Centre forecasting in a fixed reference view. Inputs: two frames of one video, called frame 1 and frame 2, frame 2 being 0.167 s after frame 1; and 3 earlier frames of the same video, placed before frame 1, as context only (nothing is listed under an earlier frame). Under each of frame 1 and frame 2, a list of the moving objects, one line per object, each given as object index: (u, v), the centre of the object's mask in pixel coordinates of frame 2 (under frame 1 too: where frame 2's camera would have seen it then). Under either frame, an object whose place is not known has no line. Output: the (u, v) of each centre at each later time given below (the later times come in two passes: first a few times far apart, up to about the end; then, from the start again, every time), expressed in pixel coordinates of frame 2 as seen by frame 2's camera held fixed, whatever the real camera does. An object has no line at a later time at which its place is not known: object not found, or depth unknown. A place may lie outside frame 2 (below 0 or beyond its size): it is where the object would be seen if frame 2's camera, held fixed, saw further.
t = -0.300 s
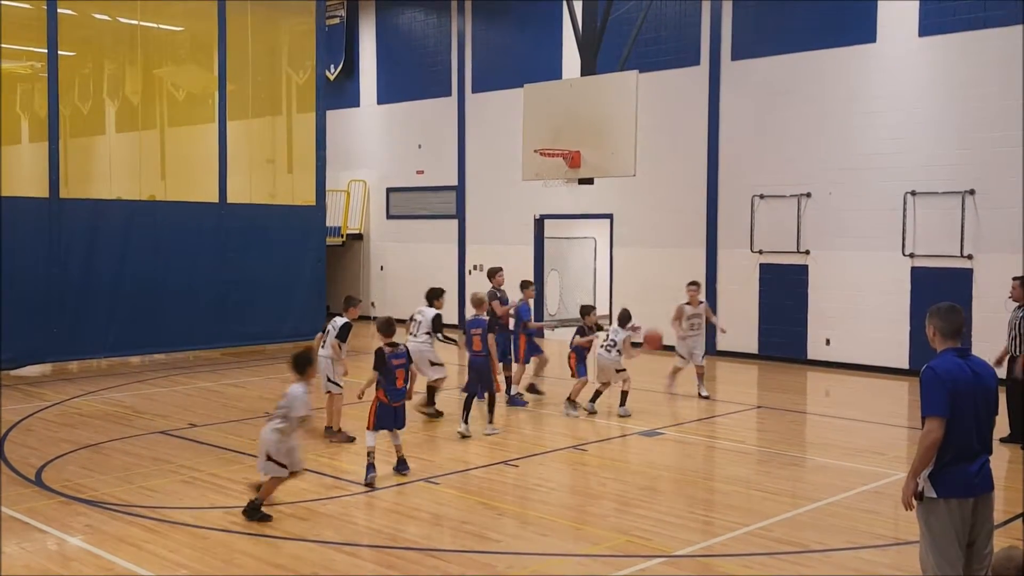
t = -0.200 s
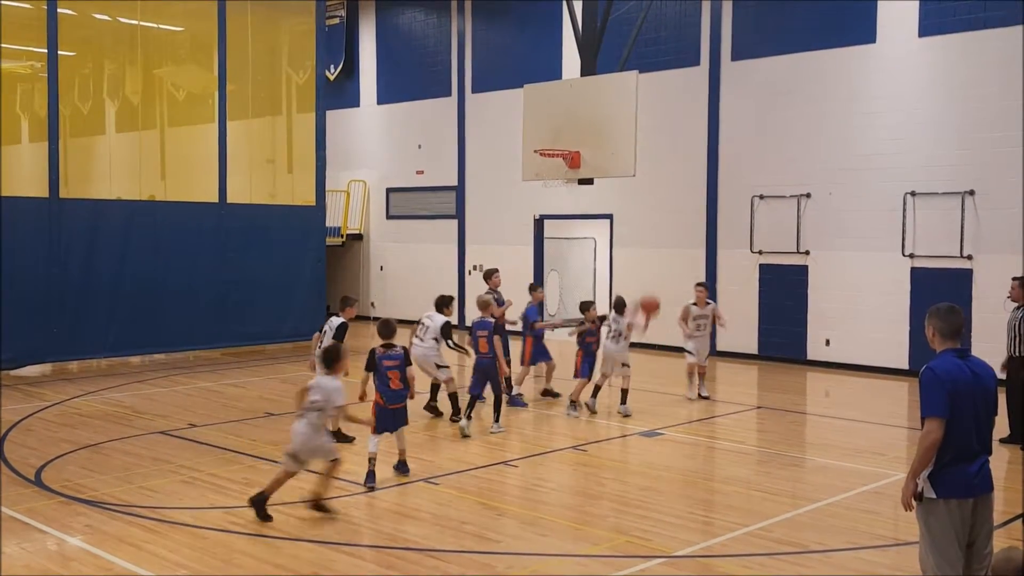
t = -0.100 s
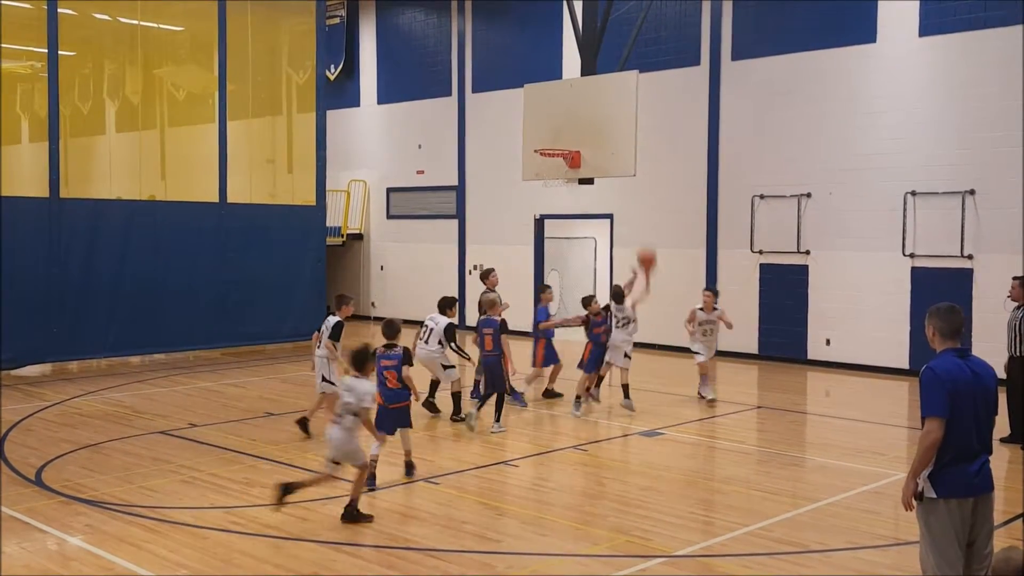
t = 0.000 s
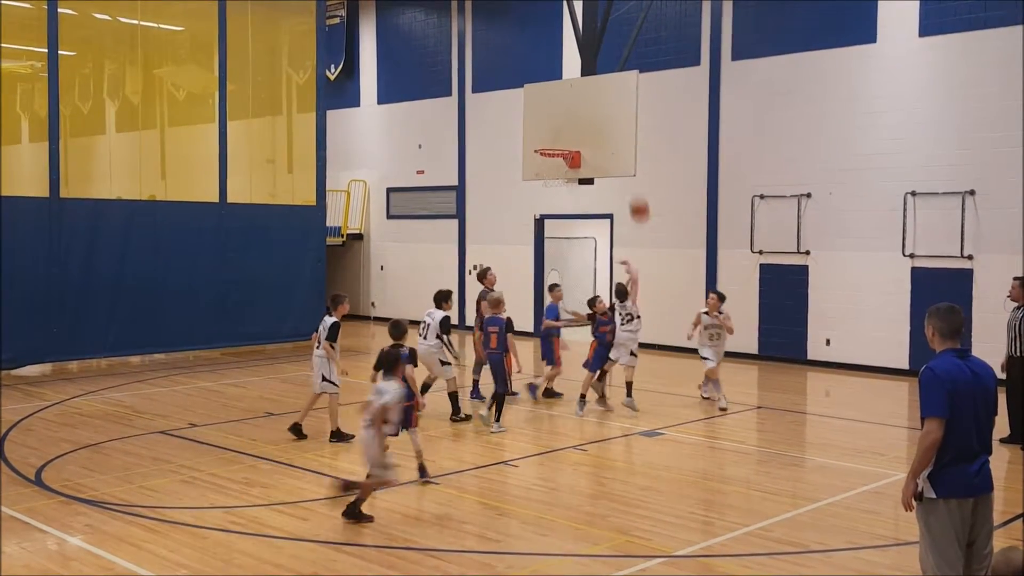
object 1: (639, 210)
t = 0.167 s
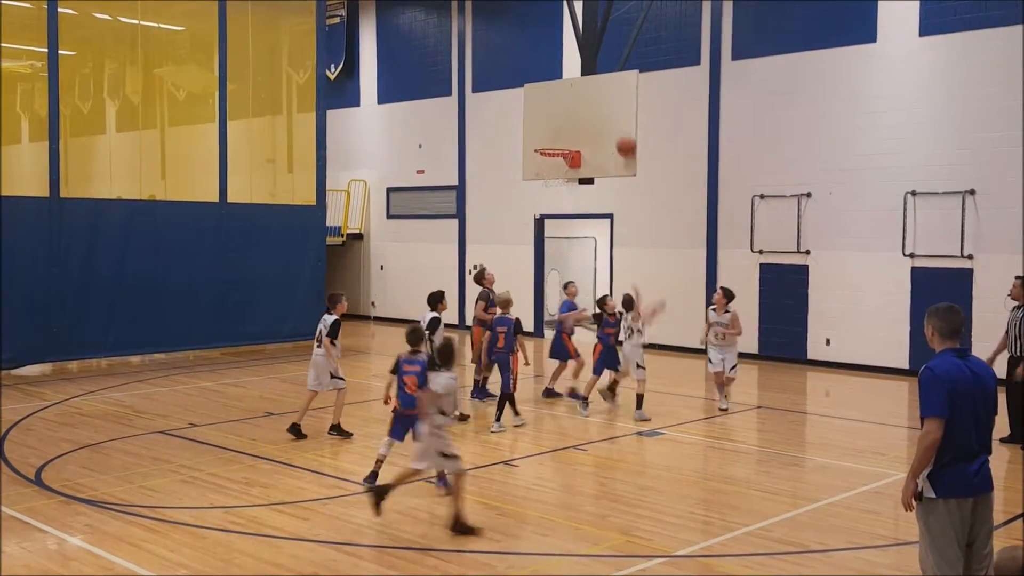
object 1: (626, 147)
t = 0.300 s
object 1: (611, 117)
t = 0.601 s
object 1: (576, 107)
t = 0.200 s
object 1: (623, 138)
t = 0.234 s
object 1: (619, 130)
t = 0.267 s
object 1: (616, 123)
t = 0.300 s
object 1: (611, 117)
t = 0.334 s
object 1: (607, 112)
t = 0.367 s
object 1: (603, 108)
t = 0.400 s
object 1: (599, 105)
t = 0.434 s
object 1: (595, 103)
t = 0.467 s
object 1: (592, 102)
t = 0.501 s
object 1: (588, 102)
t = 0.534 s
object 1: (584, 102)
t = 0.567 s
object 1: (580, 104)
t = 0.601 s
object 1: (576, 107)
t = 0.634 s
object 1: (572, 110)
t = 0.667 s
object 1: (569, 114)
